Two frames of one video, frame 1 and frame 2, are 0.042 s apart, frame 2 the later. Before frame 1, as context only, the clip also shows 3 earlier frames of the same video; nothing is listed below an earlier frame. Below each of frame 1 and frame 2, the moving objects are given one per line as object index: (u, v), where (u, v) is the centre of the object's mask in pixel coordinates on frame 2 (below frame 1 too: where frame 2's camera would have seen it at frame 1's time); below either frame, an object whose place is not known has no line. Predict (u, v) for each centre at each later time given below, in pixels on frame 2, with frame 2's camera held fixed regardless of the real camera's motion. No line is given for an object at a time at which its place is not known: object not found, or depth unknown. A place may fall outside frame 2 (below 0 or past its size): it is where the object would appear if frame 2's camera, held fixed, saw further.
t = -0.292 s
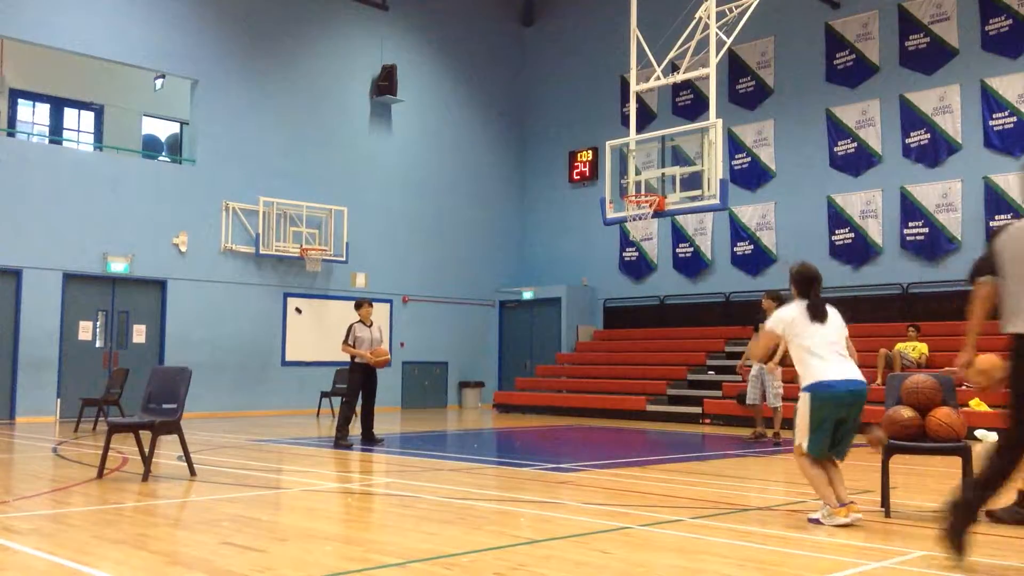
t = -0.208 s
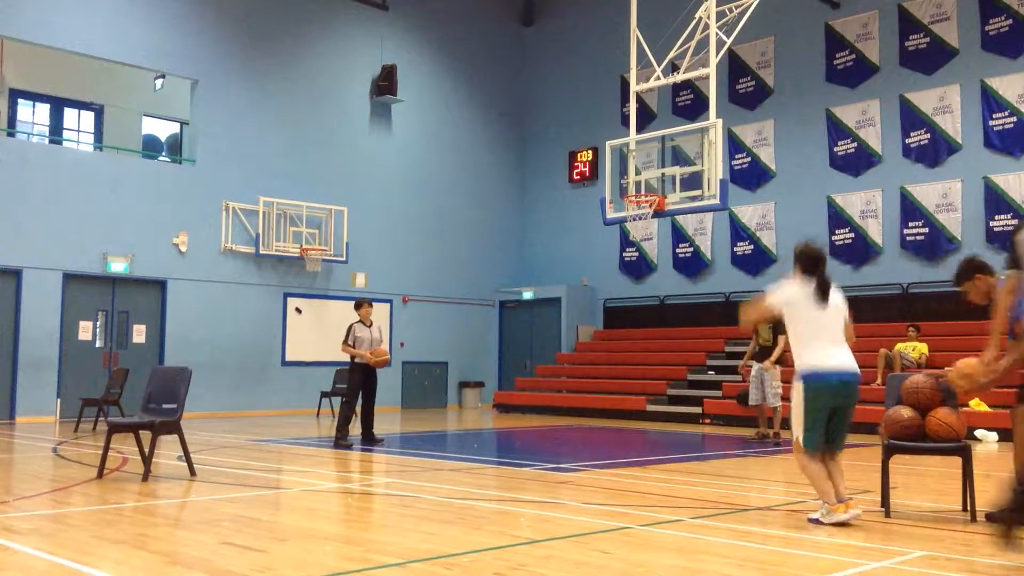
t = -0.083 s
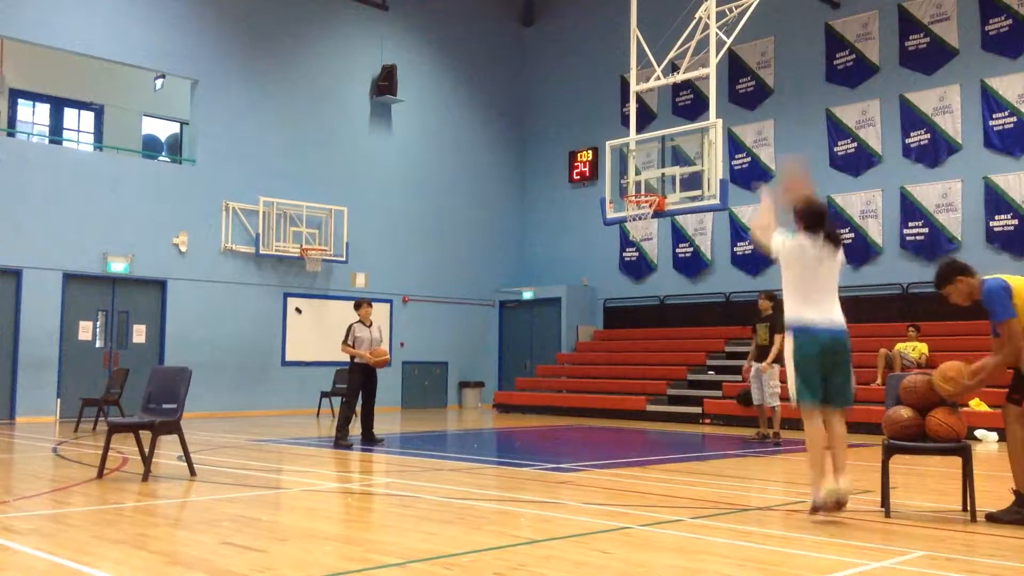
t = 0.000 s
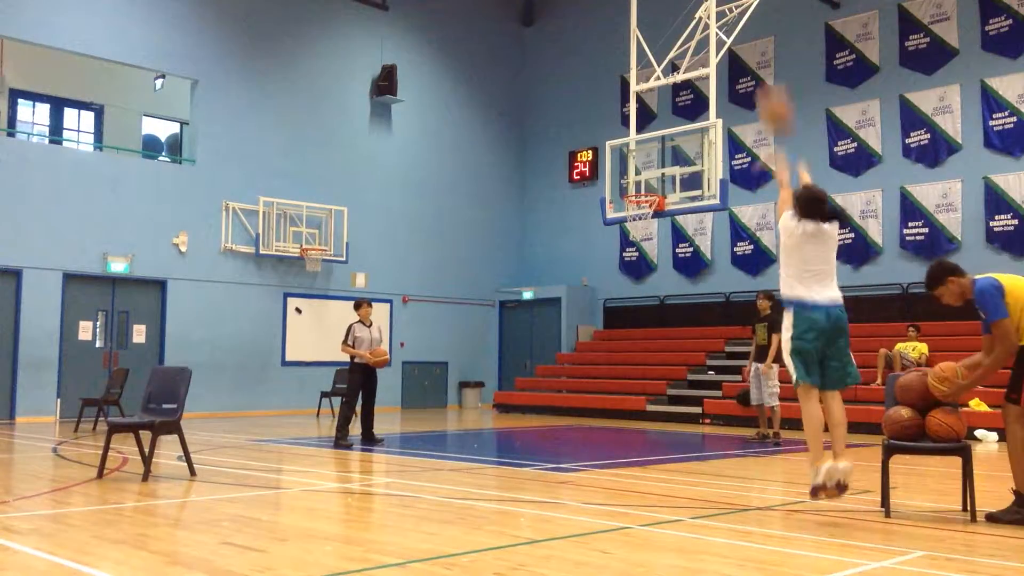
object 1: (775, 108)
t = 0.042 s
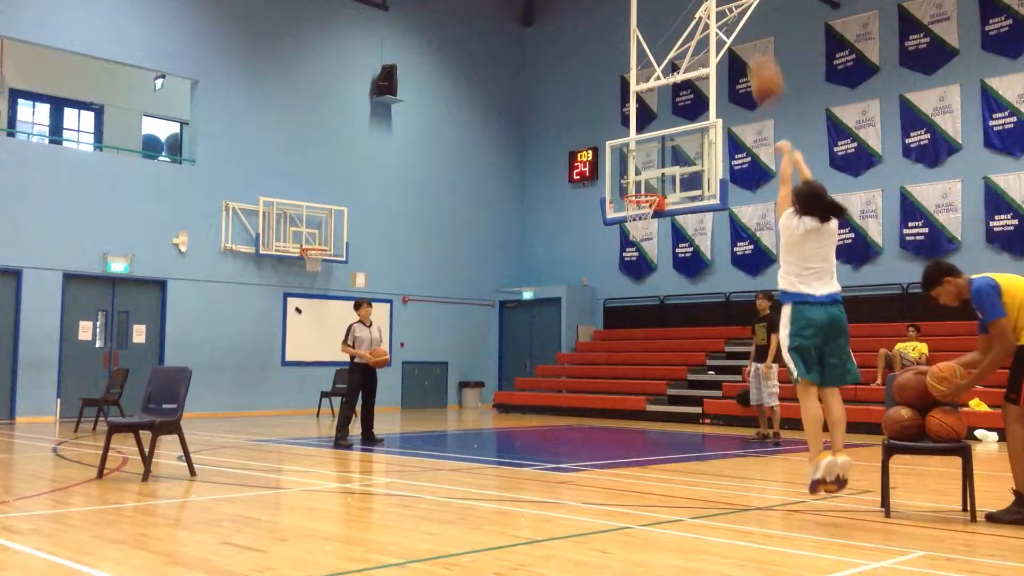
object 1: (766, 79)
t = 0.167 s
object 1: (744, 15)
